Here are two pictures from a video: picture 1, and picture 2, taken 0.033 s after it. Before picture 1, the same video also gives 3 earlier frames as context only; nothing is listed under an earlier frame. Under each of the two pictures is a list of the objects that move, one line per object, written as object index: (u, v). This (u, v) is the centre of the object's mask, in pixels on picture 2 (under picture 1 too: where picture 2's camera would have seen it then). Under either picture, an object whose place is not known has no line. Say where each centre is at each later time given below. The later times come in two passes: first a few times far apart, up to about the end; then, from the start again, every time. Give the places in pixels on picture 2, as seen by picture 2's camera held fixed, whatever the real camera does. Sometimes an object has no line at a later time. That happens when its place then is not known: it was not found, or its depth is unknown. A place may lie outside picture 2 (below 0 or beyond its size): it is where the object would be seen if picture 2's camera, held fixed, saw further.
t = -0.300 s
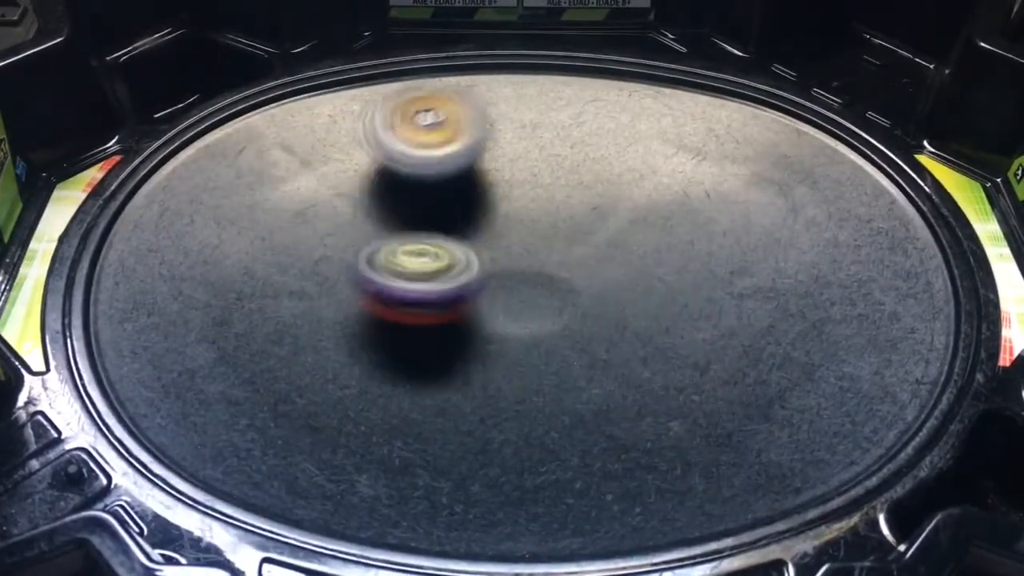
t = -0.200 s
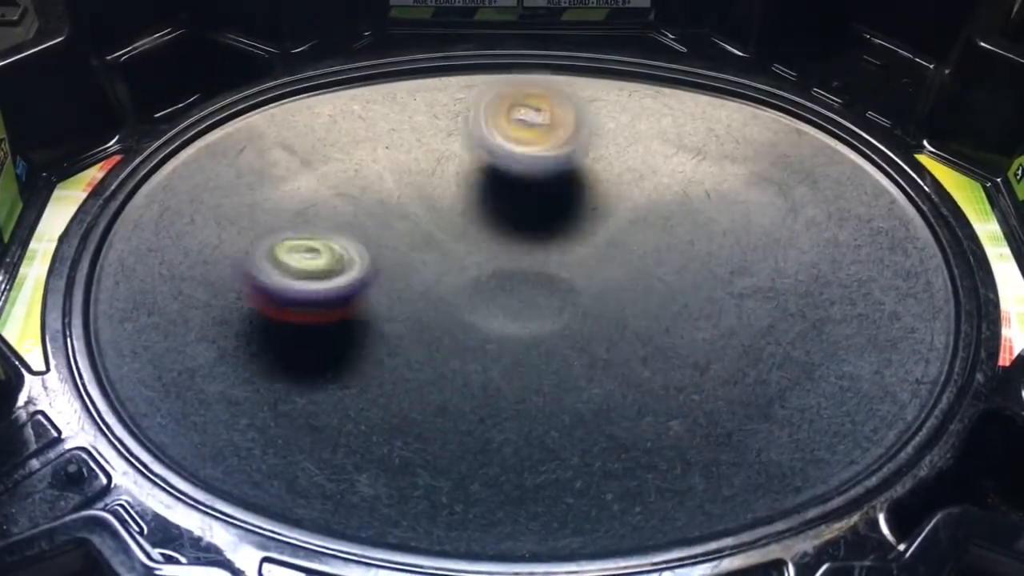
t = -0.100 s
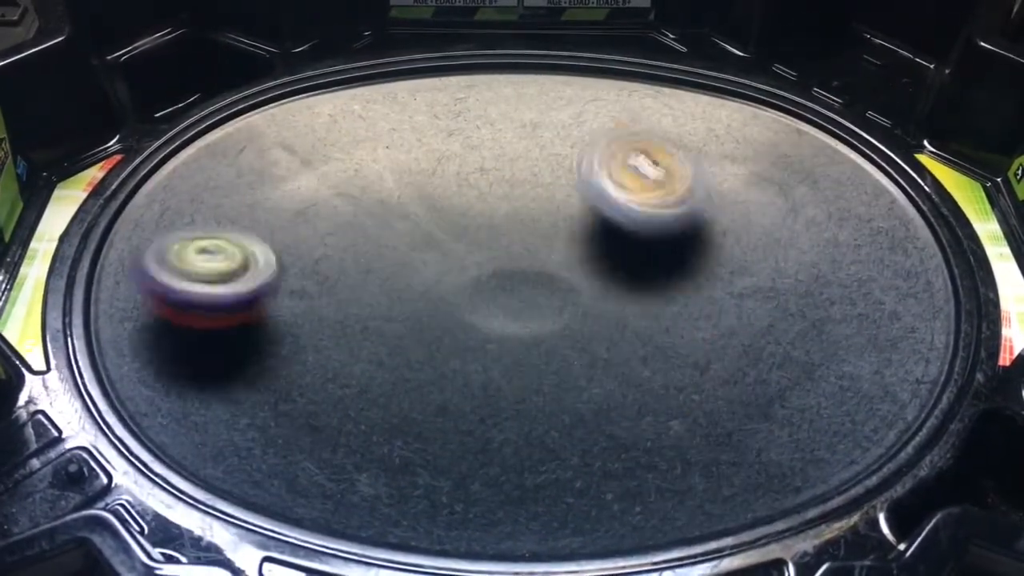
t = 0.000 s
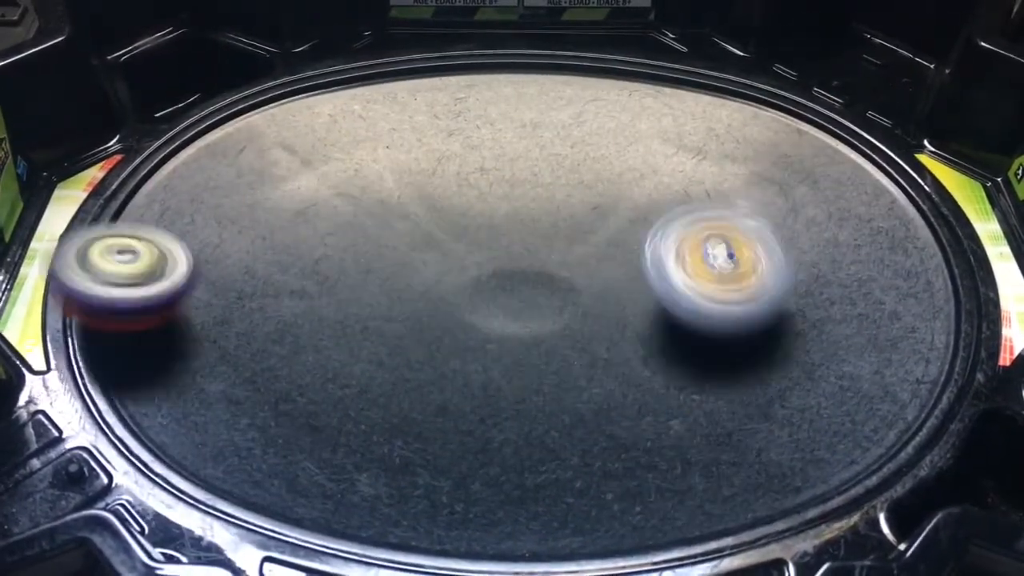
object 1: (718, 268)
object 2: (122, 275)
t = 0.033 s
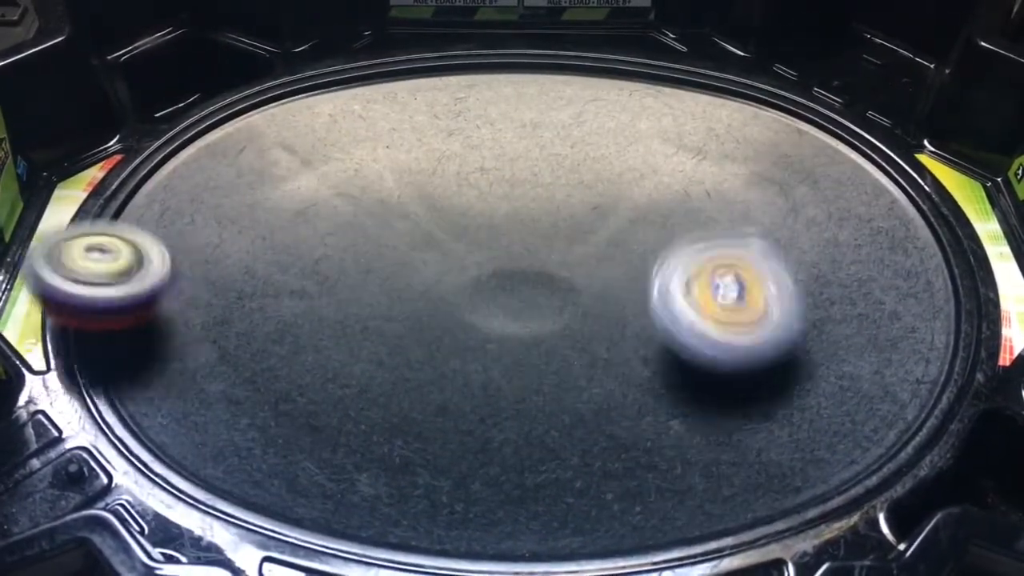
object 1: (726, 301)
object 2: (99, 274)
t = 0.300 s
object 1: (465, 453)
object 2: (271, 261)
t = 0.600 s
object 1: (171, 195)
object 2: (382, 153)
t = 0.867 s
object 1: (331, 72)
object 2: (594, 80)
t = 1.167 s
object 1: (672, 245)
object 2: (758, 84)
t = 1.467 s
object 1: (584, 461)
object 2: (838, 170)
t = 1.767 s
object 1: (214, 325)
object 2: (885, 305)
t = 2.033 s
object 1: (430, 114)
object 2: (835, 435)
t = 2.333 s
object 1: (815, 151)
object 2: (608, 440)
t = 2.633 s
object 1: (855, 416)
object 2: (359, 346)
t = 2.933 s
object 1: (348, 332)
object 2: (246, 248)
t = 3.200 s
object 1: (480, 228)
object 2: (268, 127)
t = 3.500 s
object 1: (790, 264)
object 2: (488, 162)
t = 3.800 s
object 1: (554, 391)
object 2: (659, 200)
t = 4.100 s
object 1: (397, 148)
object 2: (790, 267)
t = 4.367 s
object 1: (613, 51)
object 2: (791, 342)
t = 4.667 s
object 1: (765, 275)
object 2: (598, 402)
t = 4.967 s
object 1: (545, 399)
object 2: (293, 320)
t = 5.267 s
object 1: (422, 224)
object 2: (262, 228)
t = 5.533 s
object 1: (653, 130)
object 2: (361, 172)
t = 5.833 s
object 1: (787, 300)
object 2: (516, 189)
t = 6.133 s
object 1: (426, 342)
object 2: (628, 277)
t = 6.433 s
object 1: (319, 136)
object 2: (637, 373)
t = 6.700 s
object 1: (549, 108)
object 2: (511, 401)
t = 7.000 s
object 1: (689, 322)
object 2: (362, 309)
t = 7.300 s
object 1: (414, 424)
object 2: (380, 207)
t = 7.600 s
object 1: (356, 210)
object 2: (504, 180)
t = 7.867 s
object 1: (583, 120)
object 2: (620, 228)
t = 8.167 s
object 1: (799, 226)
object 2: (643, 310)
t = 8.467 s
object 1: (606, 378)
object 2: (467, 343)
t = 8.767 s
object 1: (498, 309)
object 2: (94, 246)
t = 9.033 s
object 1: (612, 197)
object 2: (155, 336)
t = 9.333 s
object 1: (742, 230)
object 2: (673, 333)
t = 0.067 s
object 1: (728, 335)
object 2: (110, 276)
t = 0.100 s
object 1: (716, 365)
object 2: (129, 278)
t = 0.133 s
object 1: (696, 393)
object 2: (154, 279)
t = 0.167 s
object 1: (664, 417)
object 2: (177, 279)
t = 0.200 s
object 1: (622, 436)
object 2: (202, 276)
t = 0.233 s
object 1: (575, 447)
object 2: (225, 273)
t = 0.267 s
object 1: (521, 454)
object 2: (248, 268)
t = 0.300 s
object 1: (465, 453)
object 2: (271, 261)
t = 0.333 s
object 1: (404, 445)
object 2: (290, 255)
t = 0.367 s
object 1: (348, 430)
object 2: (309, 244)
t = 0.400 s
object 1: (292, 407)
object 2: (323, 229)
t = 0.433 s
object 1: (245, 380)
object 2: (339, 217)
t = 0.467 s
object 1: (204, 348)
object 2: (350, 204)
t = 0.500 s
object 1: (175, 313)
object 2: (361, 192)
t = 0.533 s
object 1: (161, 272)
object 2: (369, 179)
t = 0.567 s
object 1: (160, 233)
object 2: (376, 168)
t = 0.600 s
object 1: (171, 195)
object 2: (382, 153)
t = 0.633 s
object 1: (192, 161)
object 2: (388, 142)
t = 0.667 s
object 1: (223, 128)
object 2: (393, 129)
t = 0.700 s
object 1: (258, 103)
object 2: (397, 117)
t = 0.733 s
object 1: (268, 80)
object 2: (435, 105)
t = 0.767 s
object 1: (269, 65)
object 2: (482, 96)
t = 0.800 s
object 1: (281, 61)
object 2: (524, 90)
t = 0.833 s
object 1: (302, 66)
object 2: (562, 84)
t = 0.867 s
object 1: (331, 72)
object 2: (594, 80)
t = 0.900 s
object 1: (362, 79)
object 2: (623, 78)
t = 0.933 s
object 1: (397, 88)
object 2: (649, 75)
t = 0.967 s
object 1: (439, 99)
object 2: (670, 74)
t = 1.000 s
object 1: (483, 114)
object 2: (689, 73)
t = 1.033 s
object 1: (527, 132)
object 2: (707, 71)
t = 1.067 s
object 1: (570, 157)
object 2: (722, 71)
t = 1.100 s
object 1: (606, 184)
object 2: (737, 73)
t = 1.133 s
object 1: (644, 214)
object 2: (748, 76)
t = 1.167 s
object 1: (672, 245)
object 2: (758, 84)
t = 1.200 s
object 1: (696, 276)
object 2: (769, 90)
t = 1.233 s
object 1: (713, 311)
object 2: (780, 97)
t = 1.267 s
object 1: (722, 343)
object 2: (790, 105)
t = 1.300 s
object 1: (720, 371)
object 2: (799, 114)
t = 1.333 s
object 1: (709, 397)
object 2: (808, 124)
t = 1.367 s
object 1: (689, 417)
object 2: (816, 134)
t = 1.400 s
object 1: (659, 439)
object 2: (824, 145)
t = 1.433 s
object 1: (625, 452)
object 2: (831, 157)
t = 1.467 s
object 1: (584, 461)
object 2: (838, 170)
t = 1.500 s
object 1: (539, 468)
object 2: (844, 182)
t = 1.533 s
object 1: (490, 467)
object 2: (851, 197)
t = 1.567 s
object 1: (438, 467)
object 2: (857, 212)
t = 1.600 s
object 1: (389, 455)
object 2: (863, 225)
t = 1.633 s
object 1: (340, 440)
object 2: (869, 239)
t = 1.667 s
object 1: (295, 420)
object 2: (874, 255)
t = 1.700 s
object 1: (255, 394)
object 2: (879, 271)
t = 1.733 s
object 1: (227, 362)
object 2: (883, 289)
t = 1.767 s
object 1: (214, 325)
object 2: (885, 305)
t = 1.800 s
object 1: (211, 290)
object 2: (885, 322)
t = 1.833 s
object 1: (219, 254)
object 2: (884, 342)
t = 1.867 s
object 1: (241, 221)
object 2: (882, 358)
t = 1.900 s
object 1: (268, 190)
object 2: (876, 375)
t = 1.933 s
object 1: (304, 164)
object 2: (869, 391)
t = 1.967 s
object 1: (345, 146)
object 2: (861, 406)
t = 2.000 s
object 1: (385, 127)
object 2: (849, 421)
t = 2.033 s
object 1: (430, 114)
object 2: (835, 435)
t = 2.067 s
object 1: (473, 105)
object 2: (820, 442)
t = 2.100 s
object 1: (519, 101)
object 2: (800, 444)
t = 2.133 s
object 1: (564, 100)
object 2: (777, 447)
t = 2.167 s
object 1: (608, 102)
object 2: (753, 448)
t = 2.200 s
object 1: (653, 106)
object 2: (727, 449)
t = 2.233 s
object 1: (696, 114)
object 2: (700, 448)
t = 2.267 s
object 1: (739, 122)
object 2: (669, 447)
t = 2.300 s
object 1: (777, 136)
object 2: (638, 444)
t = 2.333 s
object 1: (815, 151)
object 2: (608, 440)
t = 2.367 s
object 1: (855, 168)
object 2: (575, 436)
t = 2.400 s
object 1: (887, 195)
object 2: (545, 428)
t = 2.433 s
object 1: (912, 224)
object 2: (514, 420)
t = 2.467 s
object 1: (928, 253)
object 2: (484, 410)
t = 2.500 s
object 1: (941, 284)
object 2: (455, 398)
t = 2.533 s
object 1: (939, 323)
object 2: (428, 386)
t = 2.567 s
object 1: (926, 356)
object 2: (404, 373)
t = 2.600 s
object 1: (897, 388)
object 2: (380, 359)
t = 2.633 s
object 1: (855, 416)
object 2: (359, 346)
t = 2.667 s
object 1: (802, 436)
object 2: (340, 333)
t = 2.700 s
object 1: (740, 447)
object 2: (324, 320)
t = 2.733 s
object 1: (675, 453)
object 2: (312, 310)
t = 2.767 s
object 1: (608, 448)
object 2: (299, 299)
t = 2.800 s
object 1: (545, 436)
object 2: (287, 290)
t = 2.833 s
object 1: (485, 418)
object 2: (276, 280)
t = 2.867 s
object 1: (433, 393)
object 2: (265, 270)
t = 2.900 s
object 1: (385, 363)
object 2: (255, 259)
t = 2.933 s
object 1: (348, 332)
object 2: (246, 248)
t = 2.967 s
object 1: (343, 319)
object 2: (226, 216)
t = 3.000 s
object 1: (353, 311)
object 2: (199, 177)
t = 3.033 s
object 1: (366, 304)
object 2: (182, 148)
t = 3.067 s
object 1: (381, 289)
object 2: (176, 125)
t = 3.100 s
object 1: (399, 273)
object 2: (194, 122)
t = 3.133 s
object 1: (422, 256)
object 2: (217, 123)
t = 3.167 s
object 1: (447, 243)
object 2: (242, 125)
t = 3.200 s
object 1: (480, 228)
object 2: (268, 127)
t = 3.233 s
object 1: (514, 222)
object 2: (294, 130)
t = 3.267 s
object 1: (556, 213)
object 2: (316, 131)
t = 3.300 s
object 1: (592, 209)
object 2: (341, 136)
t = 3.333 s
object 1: (630, 208)
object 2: (367, 140)
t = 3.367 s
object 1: (665, 214)
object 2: (390, 140)
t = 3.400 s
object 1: (702, 219)
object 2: (416, 146)
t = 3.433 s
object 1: (737, 232)
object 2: (441, 150)
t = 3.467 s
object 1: (766, 246)
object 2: (466, 156)
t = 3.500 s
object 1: (790, 264)
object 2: (488, 162)
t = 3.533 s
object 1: (804, 286)
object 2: (511, 166)
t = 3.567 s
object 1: (809, 311)
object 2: (533, 170)
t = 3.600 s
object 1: (801, 337)
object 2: (553, 176)
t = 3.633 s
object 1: (782, 361)
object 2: (572, 181)
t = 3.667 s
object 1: (749, 381)
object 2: (589, 186)
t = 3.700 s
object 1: (710, 395)
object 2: (606, 189)
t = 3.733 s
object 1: (660, 403)
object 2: (624, 193)
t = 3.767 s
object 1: (606, 401)
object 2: (641, 196)
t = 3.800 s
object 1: (554, 391)
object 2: (659, 200)
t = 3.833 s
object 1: (506, 375)
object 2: (678, 206)
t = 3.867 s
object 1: (466, 352)
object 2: (695, 213)
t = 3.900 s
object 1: (428, 325)
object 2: (712, 218)
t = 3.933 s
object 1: (407, 297)
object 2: (729, 224)
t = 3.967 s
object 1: (389, 267)
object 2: (744, 234)
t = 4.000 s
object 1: (379, 232)
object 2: (759, 243)
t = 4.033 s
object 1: (379, 203)
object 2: (770, 252)
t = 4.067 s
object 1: (383, 175)
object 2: (781, 259)
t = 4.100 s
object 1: (397, 148)
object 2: (790, 267)
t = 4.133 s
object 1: (413, 122)
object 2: (797, 277)
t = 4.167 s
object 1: (432, 101)
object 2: (803, 286)
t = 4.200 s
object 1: (455, 83)
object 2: (807, 295)
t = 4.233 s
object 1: (483, 68)
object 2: (809, 303)
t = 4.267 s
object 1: (511, 59)
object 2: (809, 312)
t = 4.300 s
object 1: (542, 52)
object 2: (808, 321)
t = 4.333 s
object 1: (579, 49)
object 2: (800, 332)
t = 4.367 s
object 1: (613, 51)
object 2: (791, 342)
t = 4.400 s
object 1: (650, 57)
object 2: (778, 353)
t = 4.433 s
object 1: (683, 68)
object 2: (764, 363)
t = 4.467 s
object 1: (717, 86)
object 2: (744, 374)
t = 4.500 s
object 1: (743, 110)
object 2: (723, 383)
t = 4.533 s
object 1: (763, 139)
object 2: (701, 390)
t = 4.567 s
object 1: (775, 172)
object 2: (677, 395)
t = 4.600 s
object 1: (783, 203)
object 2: (652, 399)
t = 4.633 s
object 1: (777, 238)
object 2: (626, 402)
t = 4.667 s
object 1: (765, 275)
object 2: (598, 402)
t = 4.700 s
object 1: (745, 306)
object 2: (570, 400)
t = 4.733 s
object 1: (715, 333)
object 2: (543, 397)
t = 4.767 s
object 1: (679, 359)
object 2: (517, 391)
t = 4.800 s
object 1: (648, 373)
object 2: (483, 383)
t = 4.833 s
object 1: (637, 382)
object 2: (431, 371)
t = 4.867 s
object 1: (624, 393)
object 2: (380, 363)
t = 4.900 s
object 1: (603, 398)
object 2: (342, 349)
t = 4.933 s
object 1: (577, 400)
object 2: (313, 335)
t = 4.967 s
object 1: (545, 399)
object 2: (293, 320)
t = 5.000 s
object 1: (512, 394)
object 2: (279, 308)
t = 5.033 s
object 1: (480, 382)
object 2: (267, 296)
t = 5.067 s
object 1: (452, 367)
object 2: (260, 286)
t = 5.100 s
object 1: (428, 347)
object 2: (255, 277)
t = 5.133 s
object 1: (413, 323)
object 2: (253, 269)
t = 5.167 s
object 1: (405, 297)
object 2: (252, 260)
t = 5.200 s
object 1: (405, 272)
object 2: (253, 252)
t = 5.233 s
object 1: (411, 247)
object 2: (256, 241)
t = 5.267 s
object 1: (422, 224)
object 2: (262, 228)
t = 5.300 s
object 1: (441, 200)
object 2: (269, 218)
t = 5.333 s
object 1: (465, 180)
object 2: (279, 210)
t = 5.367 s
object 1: (488, 165)
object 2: (289, 202)
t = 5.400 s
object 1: (518, 152)
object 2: (301, 196)
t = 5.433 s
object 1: (550, 142)
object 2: (314, 189)
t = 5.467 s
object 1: (583, 135)
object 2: (328, 183)
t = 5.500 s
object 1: (616, 131)
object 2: (344, 179)
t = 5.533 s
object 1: (653, 130)
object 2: (361, 172)
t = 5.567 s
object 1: (684, 134)
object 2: (378, 169)
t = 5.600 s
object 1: (716, 143)
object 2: (394, 169)
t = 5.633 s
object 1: (748, 155)
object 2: (412, 169)
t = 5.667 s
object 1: (775, 173)
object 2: (429, 170)
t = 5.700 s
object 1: (795, 193)
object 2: (446, 172)
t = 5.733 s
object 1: (809, 217)
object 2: (463, 174)
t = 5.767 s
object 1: (812, 245)
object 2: (481, 177)
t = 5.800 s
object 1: (804, 273)
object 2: (499, 183)
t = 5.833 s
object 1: (787, 300)
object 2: (516, 189)
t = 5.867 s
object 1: (758, 324)
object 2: (533, 196)
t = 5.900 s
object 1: (725, 344)
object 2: (548, 204)
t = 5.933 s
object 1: (684, 359)
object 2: (562, 212)
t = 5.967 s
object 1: (642, 369)
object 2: (576, 222)
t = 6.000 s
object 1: (598, 374)
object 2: (588, 230)
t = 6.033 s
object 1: (550, 373)
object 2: (601, 241)
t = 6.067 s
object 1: (506, 367)
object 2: (612, 255)
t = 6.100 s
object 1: (464, 357)
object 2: (620, 268)
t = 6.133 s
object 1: (426, 342)
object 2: (628, 277)
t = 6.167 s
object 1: (389, 325)
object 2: (636, 287)
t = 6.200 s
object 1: (359, 304)
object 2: (641, 300)
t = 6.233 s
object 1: (333, 283)
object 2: (645, 312)
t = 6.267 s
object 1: (315, 258)
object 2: (648, 323)
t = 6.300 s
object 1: (303, 234)
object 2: (650, 334)
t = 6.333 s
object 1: (295, 209)
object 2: (650, 345)
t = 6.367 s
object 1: (298, 182)
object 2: (647, 356)
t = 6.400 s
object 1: (307, 157)
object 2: (642, 365)
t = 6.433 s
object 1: (319, 136)
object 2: (637, 373)
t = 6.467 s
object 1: (337, 118)
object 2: (627, 380)
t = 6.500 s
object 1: (360, 101)
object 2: (616, 387)
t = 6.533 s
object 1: (387, 89)
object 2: (602, 392)
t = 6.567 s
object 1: (417, 82)
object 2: (587, 396)
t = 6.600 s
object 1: (448, 81)
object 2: (569, 400)
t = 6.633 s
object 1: (483, 85)
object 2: (551, 402)
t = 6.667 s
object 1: (516, 93)
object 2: (531, 402)
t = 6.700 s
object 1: (549, 108)
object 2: (511, 401)
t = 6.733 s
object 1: (580, 126)
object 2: (489, 397)
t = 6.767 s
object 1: (608, 147)
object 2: (467, 391)
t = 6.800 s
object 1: (634, 171)
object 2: (446, 383)
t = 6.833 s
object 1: (655, 193)
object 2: (426, 373)
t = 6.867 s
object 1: (671, 218)
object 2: (408, 361)
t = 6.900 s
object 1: (682, 244)
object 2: (394, 350)
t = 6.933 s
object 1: (690, 271)
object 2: (382, 336)
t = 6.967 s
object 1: (692, 300)
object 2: (372, 322)
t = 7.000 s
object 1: (689, 322)
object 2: (362, 309)
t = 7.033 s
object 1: (678, 349)
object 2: (358, 296)
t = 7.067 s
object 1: (662, 373)
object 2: (354, 283)
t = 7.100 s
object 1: (639, 395)
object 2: (352, 269)
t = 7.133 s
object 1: (610, 413)
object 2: (354, 258)
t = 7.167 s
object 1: (576, 426)
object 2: (356, 248)
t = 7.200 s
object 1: (537, 434)
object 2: (361, 235)
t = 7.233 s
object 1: (495, 436)
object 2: (367, 226)
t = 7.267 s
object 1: (453, 430)
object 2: (373, 216)
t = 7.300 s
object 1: (414, 424)
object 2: (380, 207)
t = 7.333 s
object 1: (379, 410)
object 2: (390, 201)
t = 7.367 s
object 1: (349, 390)
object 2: (401, 195)
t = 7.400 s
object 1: (325, 364)
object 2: (414, 191)
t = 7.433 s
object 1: (311, 338)
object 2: (428, 186)
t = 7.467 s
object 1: (307, 311)
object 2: (442, 183)
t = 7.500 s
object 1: (311, 283)
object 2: (457, 181)
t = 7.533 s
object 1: (321, 258)
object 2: (473, 180)
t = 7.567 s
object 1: (336, 233)
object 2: (489, 180)
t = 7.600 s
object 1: (356, 210)
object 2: (504, 180)
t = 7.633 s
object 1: (379, 191)
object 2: (520, 183)
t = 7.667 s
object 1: (404, 175)
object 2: (538, 186)
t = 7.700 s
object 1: (431, 159)
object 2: (552, 192)
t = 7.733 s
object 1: (459, 146)
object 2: (568, 198)
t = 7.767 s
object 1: (486, 136)
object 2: (583, 206)
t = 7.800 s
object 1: (519, 127)
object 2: (598, 214)
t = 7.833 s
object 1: (551, 123)
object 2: (610, 221)
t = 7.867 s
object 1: (583, 120)
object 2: (620, 228)
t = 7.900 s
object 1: (614, 119)
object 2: (631, 237)
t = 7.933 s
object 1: (644, 121)
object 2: (639, 248)
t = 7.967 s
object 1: (675, 126)
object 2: (645, 260)
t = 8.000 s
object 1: (704, 135)
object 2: (650, 270)
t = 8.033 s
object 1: (732, 146)
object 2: (651, 278)
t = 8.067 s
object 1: (755, 161)
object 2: (652, 287)
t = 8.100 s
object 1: (775, 180)
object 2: (650, 295)
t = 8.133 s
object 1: (794, 198)
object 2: (647, 303)
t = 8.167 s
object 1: (799, 226)
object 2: (643, 310)
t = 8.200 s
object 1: (799, 251)
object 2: (636, 318)
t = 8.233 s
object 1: (788, 276)
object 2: (628, 325)
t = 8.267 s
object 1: (770, 299)
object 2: (619, 331)
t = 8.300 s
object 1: (752, 320)
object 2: (598, 338)
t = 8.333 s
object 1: (730, 338)
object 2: (574, 344)
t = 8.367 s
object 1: (702, 351)
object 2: (552, 346)
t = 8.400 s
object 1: (675, 363)
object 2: (522, 345)
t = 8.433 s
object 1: (644, 374)
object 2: (493, 345)
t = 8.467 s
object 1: (606, 378)
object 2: (467, 343)
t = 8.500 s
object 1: (574, 377)
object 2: (434, 337)
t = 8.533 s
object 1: (561, 381)
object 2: (382, 323)
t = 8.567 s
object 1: (548, 381)
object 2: (328, 305)
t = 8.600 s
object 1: (533, 376)
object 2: (274, 290)
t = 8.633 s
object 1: (522, 370)
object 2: (226, 272)
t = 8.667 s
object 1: (510, 357)
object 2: (176, 261)
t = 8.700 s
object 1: (502, 343)
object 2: (136, 253)
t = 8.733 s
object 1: (499, 328)
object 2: (111, 241)
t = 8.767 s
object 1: (498, 309)
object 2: (94, 246)
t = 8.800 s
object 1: (503, 291)
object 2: (75, 248)
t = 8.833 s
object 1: (513, 274)
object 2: (66, 253)
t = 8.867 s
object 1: (523, 261)
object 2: (68, 260)
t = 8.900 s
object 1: (538, 245)
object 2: (74, 273)
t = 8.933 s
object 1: (552, 230)
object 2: (84, 284)
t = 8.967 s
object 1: (570, 216)
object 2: (96, 300)
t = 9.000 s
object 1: (591, 203)
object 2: (120, 319)
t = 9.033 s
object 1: (612, 197)
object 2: (155, 336)
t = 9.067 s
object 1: (634, 190)
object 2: (198, 350)
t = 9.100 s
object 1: (656, 188)
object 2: (243, 361)
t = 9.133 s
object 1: (673, 187)
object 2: (297, 367)
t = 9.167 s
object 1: (695, 187)
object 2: (356, 375)
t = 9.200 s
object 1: (715, 195)
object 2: (422, 374)
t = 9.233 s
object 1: (730, 204)
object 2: (490, 375)
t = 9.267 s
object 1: (739, 216)
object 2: (557, 361)
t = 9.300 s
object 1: (741, 230)
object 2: (620, 344)
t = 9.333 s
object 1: (742, 230)
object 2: (673, 333)
